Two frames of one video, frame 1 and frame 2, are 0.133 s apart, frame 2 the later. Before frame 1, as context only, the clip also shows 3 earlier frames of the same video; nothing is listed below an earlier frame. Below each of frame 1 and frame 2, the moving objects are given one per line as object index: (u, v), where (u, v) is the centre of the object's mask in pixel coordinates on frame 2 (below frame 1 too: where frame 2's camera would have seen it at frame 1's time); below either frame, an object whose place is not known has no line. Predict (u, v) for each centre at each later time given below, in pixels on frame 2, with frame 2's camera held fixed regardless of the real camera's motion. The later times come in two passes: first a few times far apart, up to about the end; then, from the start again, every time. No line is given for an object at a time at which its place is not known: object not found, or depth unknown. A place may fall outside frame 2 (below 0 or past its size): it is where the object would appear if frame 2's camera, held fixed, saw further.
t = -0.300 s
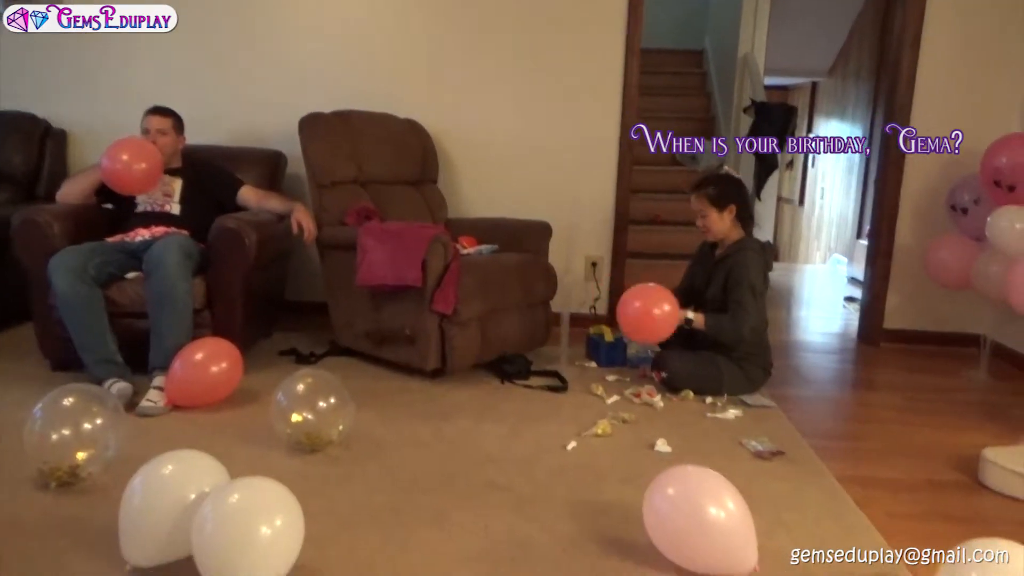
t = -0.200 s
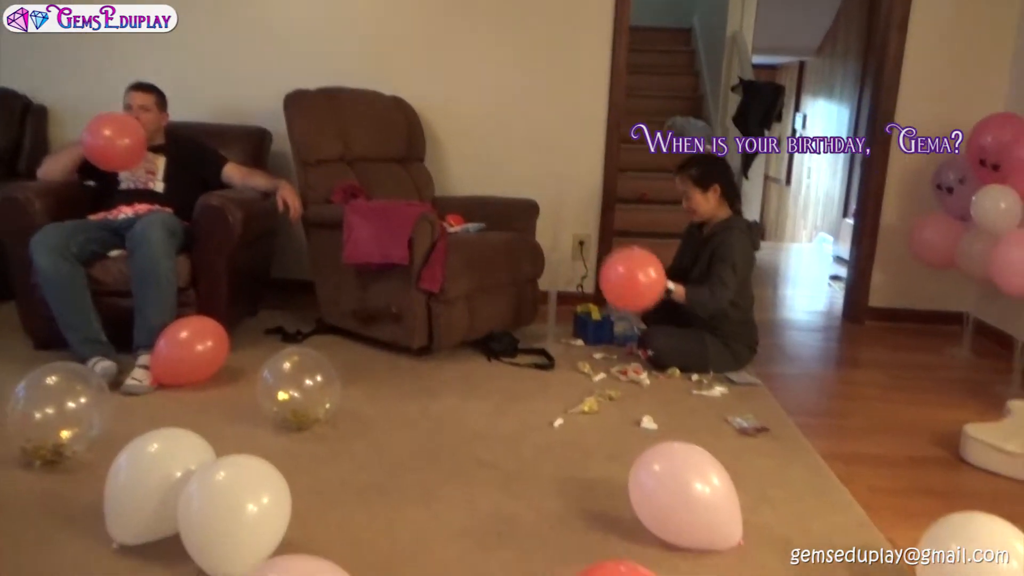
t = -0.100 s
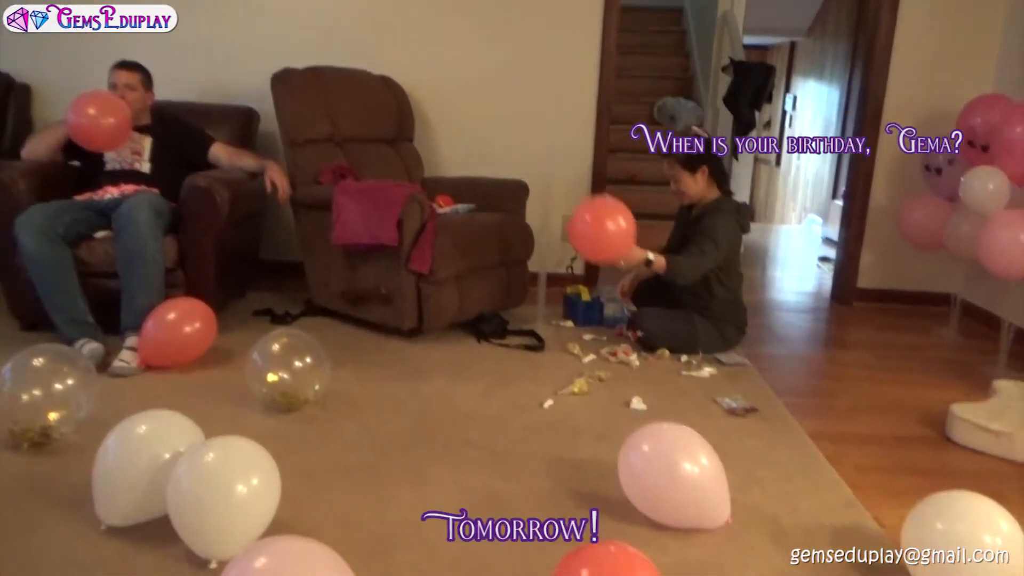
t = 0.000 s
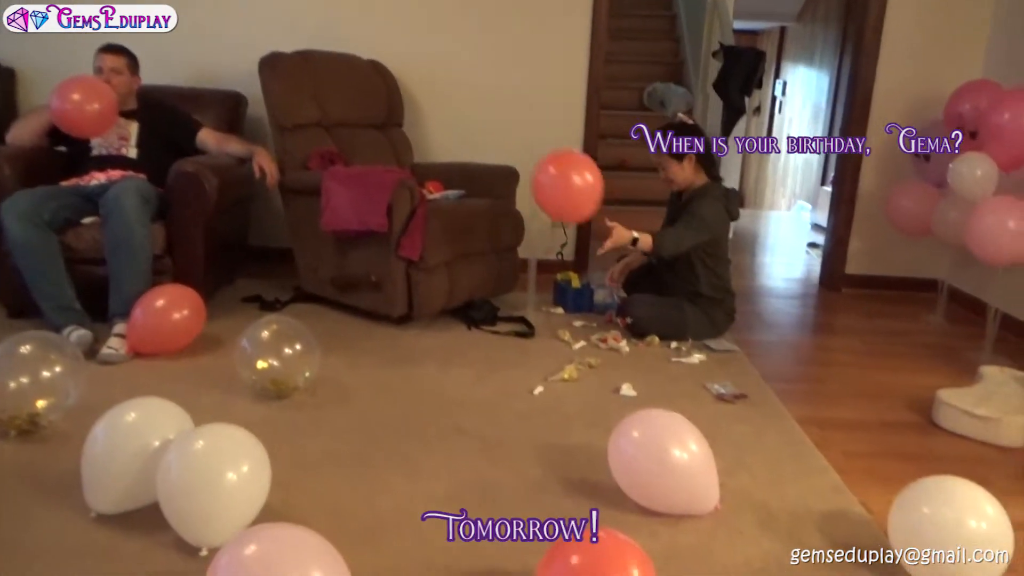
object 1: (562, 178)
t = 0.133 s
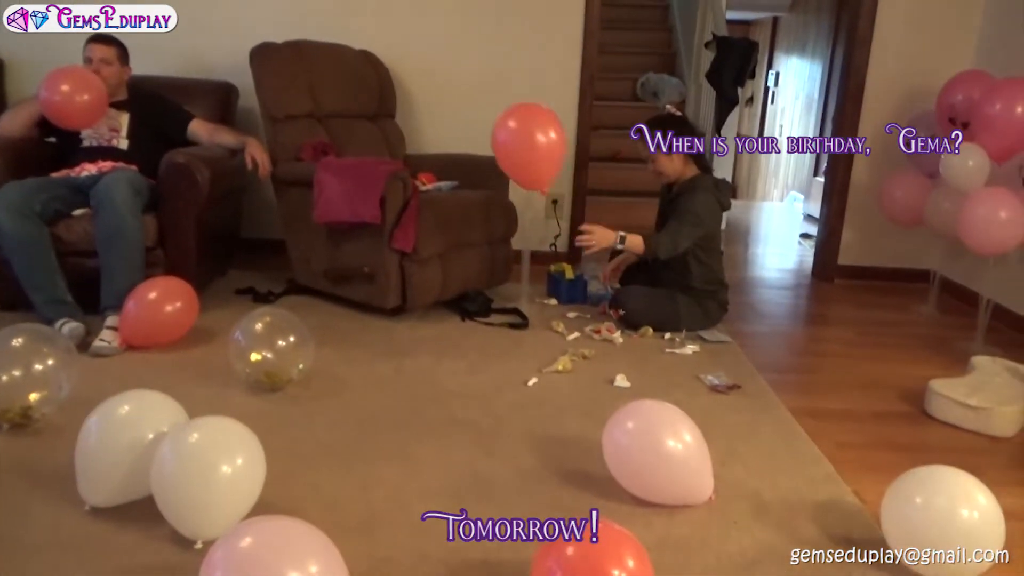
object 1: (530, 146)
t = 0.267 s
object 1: (499, 125)
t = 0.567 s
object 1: (439, 138)
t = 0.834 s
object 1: (402, 202)
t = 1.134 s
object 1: (380, 312)
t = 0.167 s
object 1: (521, 138)
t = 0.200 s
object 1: (514, 133)
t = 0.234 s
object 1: (506, 128)
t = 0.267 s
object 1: (499, 125)
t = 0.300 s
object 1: (492, 122)
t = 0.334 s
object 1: (484, 120)
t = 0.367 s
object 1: (477, 120)
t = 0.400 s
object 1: (471, 121)
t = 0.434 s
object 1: (464, 122)
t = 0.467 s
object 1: (458, 125)
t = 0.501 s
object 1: (452, 129)
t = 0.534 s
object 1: (445, 133)
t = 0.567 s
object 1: (439, 138)
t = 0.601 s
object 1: (433, 142)
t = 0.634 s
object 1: (428, 148)
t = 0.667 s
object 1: (423, 155)
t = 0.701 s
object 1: (418, 163)
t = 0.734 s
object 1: (413, 172)
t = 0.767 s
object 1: (409, 181)
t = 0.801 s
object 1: (405, 191)
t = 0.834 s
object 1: (402, 202)
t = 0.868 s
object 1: (398, 212)
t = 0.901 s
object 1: (395, 224)
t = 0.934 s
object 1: (392, 236)
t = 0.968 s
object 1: (389, 248)
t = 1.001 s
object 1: (387, 261)
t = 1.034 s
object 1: (385, 273)
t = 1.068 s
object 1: (383, 286)
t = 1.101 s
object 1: (381, 299)
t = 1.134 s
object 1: (380, 312)
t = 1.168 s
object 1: (379, 326)
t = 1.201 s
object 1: (379, 339)
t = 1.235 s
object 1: (378, 353)
